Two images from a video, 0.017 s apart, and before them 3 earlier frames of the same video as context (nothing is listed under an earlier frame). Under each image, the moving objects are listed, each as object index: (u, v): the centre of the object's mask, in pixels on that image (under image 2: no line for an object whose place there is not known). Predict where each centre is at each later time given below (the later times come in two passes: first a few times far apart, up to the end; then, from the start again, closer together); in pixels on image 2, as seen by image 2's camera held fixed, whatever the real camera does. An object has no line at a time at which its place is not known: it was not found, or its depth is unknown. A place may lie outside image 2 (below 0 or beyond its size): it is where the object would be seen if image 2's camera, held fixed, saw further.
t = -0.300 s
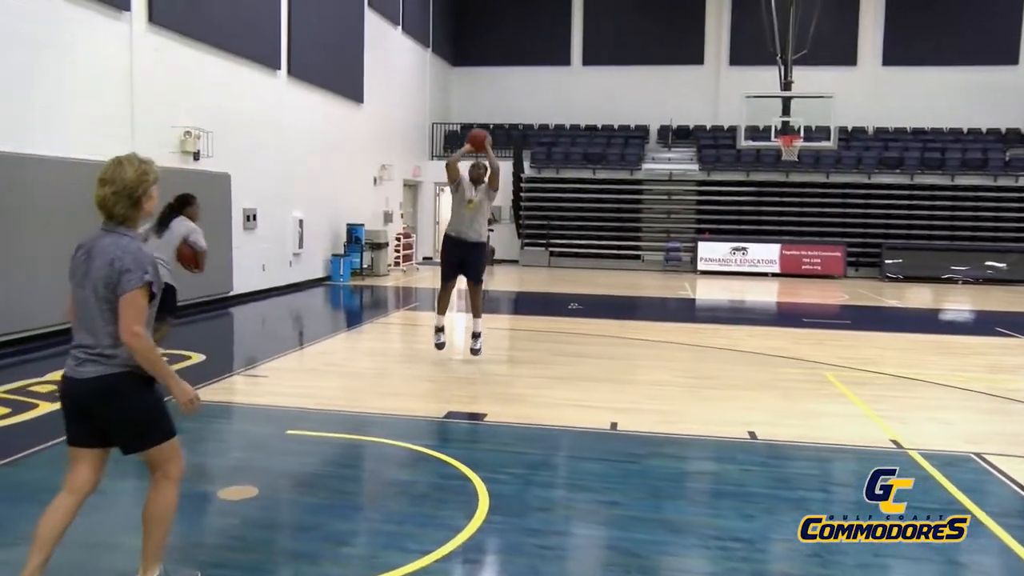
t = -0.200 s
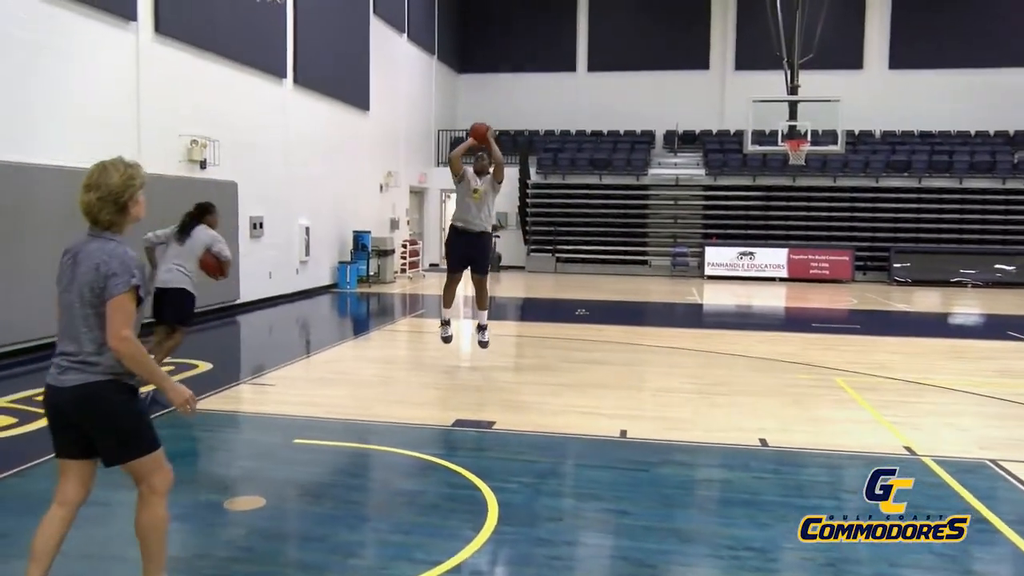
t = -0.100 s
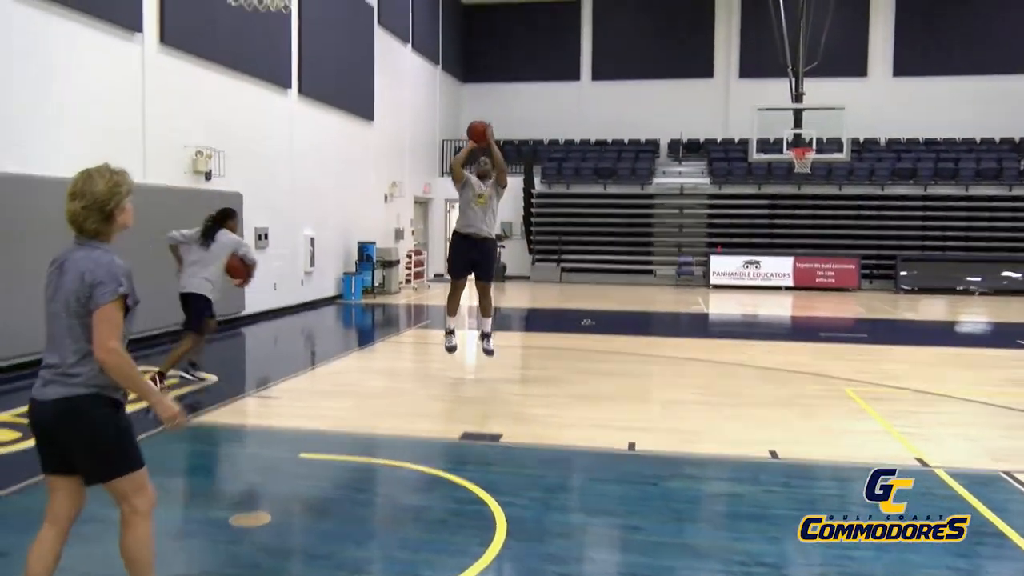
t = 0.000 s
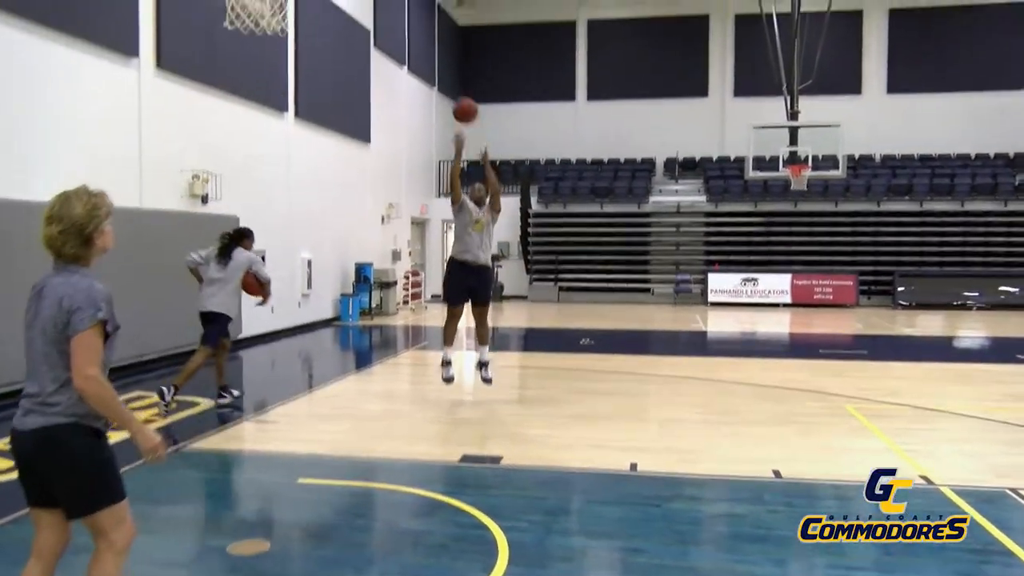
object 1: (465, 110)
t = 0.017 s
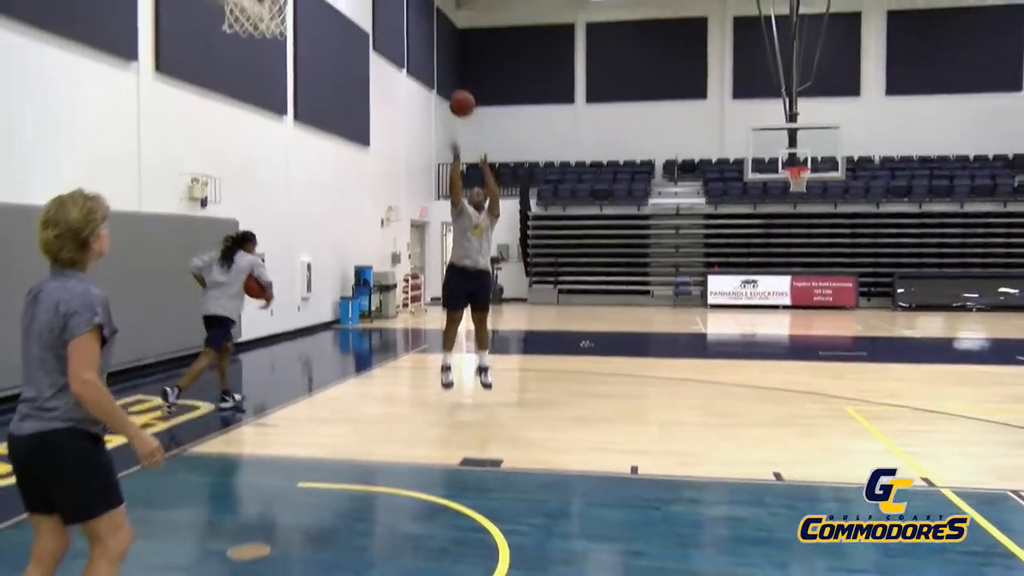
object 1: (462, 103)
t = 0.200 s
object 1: (433, 10)
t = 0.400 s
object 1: (391, -65)
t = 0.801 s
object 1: (263, -66)
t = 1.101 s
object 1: (220, 34)
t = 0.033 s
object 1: (460, 94)
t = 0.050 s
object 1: (458, 85)
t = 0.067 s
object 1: (455, 76)
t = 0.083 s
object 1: (453, 67)
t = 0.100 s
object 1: (450, 58)
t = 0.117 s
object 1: (446, 49)
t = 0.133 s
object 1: (445, 42)
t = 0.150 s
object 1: (443, 33)
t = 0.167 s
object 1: (440, 26)
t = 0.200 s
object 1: (433, 10)
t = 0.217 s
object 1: (431, 2)
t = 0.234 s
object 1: (427, -6)
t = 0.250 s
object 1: (423, -14)
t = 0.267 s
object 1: (421, -21)
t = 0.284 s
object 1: (417, -28)
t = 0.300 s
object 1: (414, -35)
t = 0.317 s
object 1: (410, -41)
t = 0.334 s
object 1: (407, -48)
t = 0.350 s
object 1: (403, -53)
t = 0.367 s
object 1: (399, -58)
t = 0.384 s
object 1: (395, -62)
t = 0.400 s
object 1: (391, -65)
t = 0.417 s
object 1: (387, -68)
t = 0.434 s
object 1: (383, -71)
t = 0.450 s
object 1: (378, -73)
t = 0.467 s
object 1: (374, -75)
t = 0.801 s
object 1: (263, -66)
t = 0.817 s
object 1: (258, -63)
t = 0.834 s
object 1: (248, -61)
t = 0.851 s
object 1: (242, -57)
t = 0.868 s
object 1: (233, -50)
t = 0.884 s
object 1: (224, -43)
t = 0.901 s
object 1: (221, -40)
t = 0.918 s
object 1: (218, -35)
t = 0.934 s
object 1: (217, -30)
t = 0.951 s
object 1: (219, -18)
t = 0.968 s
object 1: (219, -17)
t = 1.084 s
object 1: (220, 25)
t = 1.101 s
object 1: (220, 34)
